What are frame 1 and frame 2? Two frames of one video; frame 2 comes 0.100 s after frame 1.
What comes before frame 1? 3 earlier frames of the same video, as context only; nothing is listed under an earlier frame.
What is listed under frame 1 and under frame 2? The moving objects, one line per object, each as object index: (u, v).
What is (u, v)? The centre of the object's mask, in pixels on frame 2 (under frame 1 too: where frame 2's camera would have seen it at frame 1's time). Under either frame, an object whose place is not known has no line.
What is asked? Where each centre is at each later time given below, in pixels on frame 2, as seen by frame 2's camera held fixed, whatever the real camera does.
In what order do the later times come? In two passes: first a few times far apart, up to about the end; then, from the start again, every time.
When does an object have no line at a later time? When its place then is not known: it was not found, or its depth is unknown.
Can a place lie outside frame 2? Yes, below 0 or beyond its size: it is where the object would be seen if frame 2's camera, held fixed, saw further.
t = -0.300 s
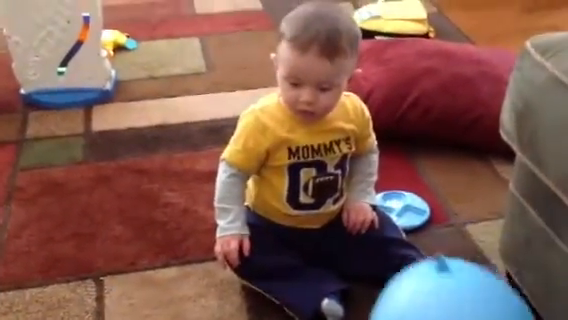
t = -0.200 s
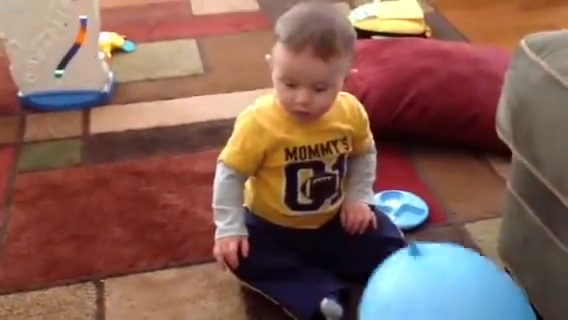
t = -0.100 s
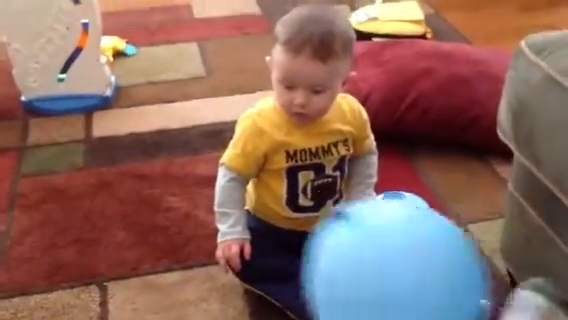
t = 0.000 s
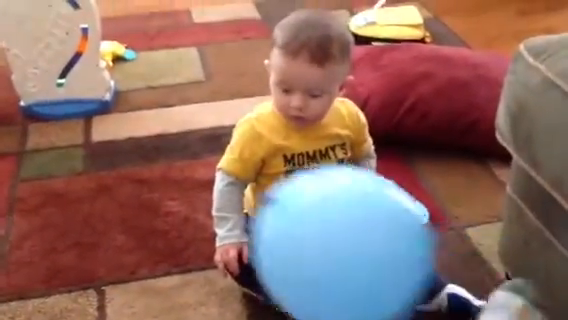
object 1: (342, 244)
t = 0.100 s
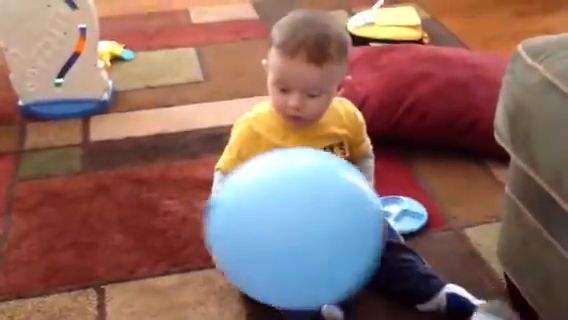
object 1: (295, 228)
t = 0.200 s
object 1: (255, 223)
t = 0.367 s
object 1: (202, 242)
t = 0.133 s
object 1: (281, 225)
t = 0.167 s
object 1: (268, 223)
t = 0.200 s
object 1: (255, 223)
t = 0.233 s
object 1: (243, 224)
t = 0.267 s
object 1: (232, 226)
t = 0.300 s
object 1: (221, 231)
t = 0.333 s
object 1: (211, 236)
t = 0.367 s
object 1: (202, 242)
